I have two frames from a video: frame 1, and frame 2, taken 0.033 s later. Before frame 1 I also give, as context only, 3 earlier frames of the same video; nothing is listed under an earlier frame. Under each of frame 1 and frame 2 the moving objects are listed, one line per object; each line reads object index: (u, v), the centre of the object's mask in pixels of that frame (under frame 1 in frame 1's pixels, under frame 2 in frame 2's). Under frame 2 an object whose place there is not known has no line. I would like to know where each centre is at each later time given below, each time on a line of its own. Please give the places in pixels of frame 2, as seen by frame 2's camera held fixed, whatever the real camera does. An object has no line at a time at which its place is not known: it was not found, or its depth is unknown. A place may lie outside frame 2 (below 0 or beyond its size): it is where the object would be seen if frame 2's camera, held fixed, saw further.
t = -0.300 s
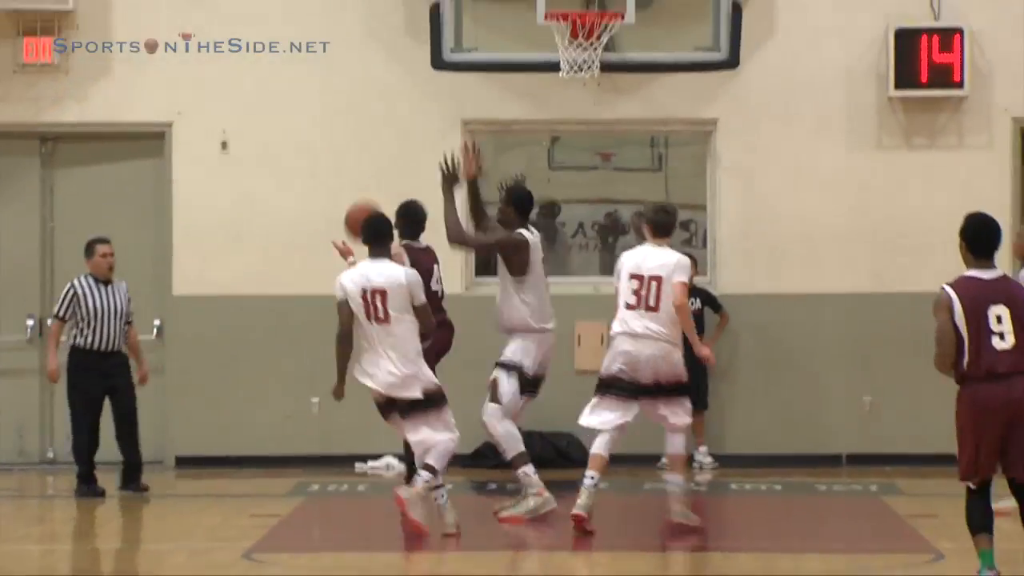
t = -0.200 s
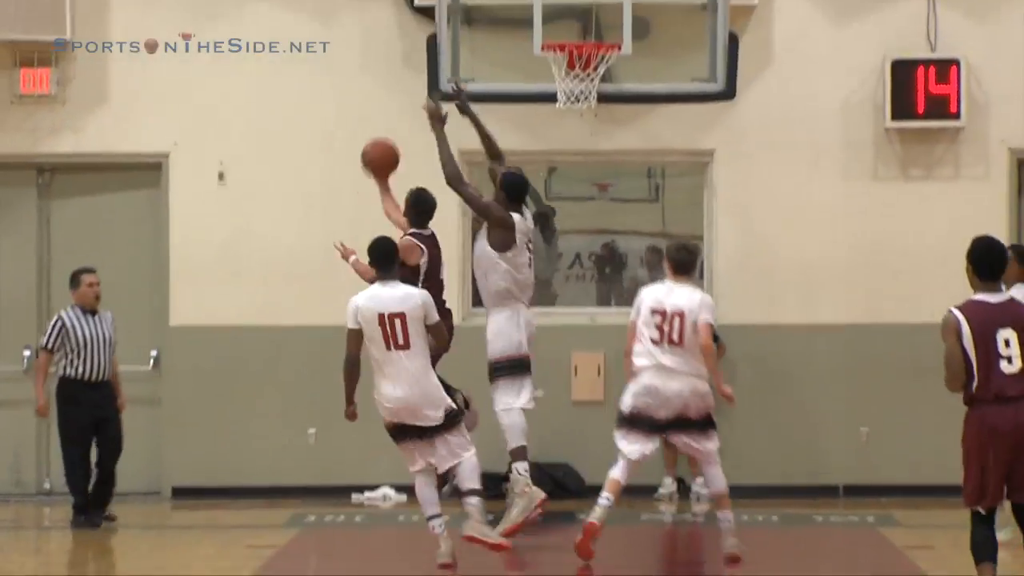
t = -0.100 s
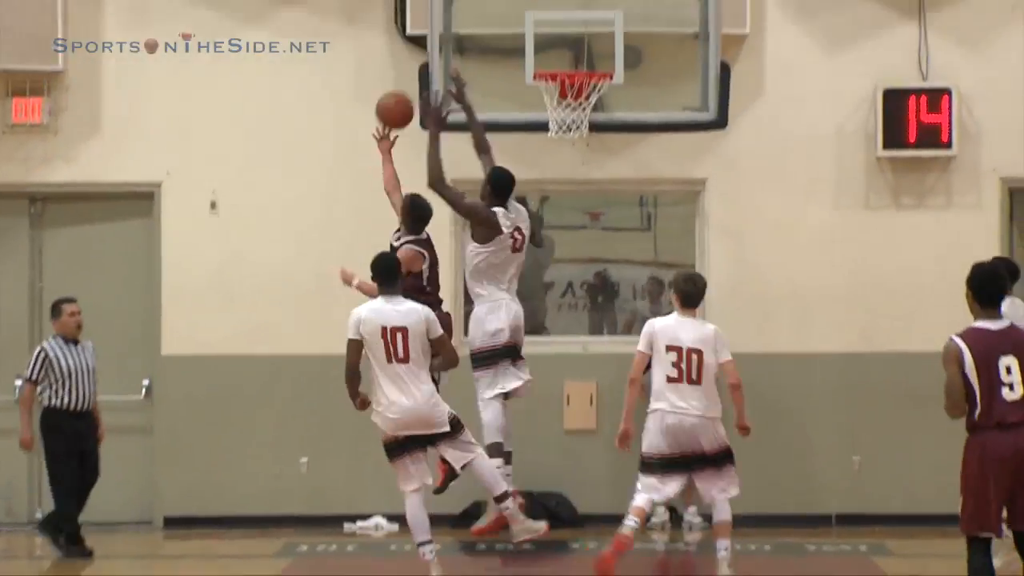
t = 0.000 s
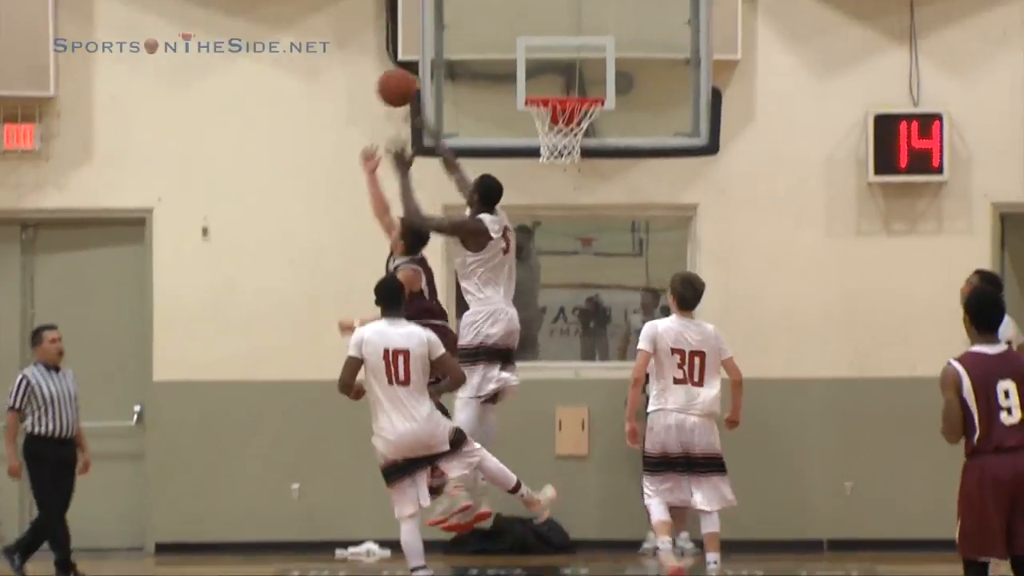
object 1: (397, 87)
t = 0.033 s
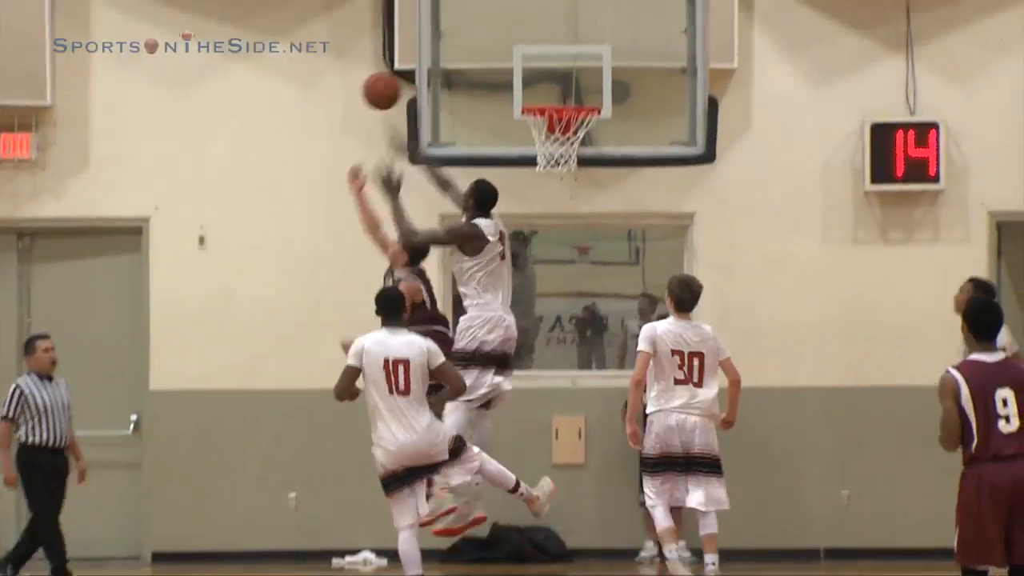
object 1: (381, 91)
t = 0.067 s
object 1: (370, 85)
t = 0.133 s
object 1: (349, 80)
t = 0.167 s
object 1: (338, 80)
